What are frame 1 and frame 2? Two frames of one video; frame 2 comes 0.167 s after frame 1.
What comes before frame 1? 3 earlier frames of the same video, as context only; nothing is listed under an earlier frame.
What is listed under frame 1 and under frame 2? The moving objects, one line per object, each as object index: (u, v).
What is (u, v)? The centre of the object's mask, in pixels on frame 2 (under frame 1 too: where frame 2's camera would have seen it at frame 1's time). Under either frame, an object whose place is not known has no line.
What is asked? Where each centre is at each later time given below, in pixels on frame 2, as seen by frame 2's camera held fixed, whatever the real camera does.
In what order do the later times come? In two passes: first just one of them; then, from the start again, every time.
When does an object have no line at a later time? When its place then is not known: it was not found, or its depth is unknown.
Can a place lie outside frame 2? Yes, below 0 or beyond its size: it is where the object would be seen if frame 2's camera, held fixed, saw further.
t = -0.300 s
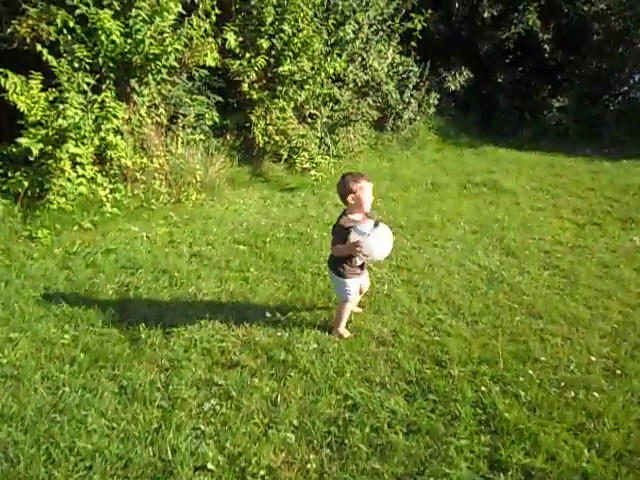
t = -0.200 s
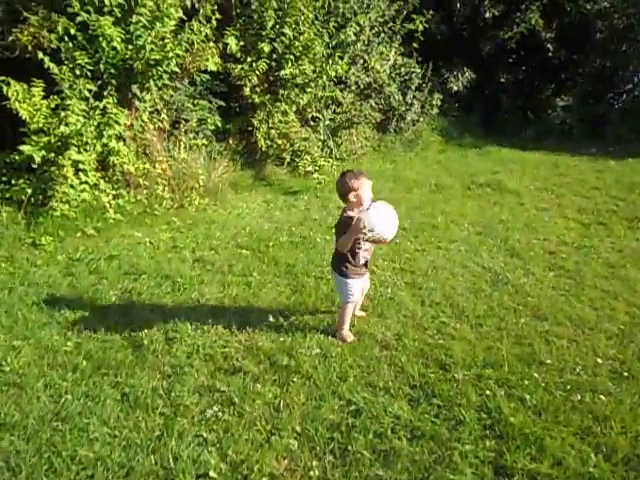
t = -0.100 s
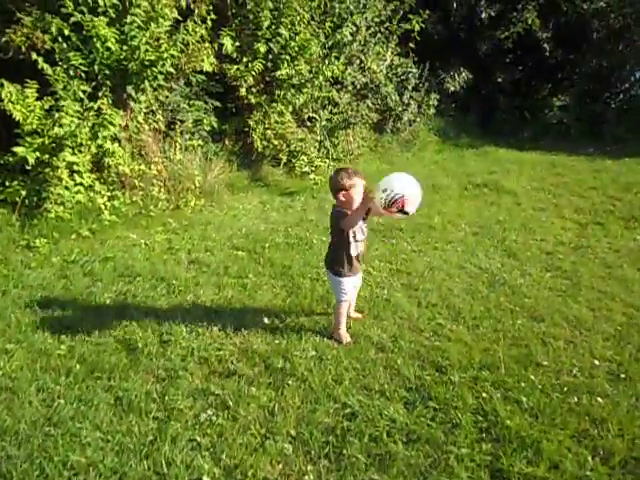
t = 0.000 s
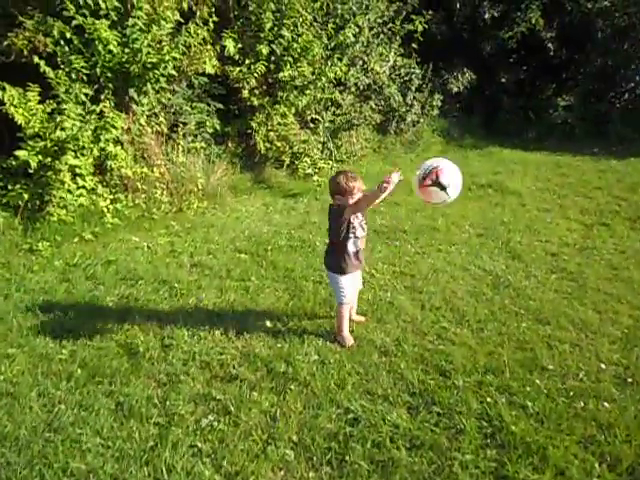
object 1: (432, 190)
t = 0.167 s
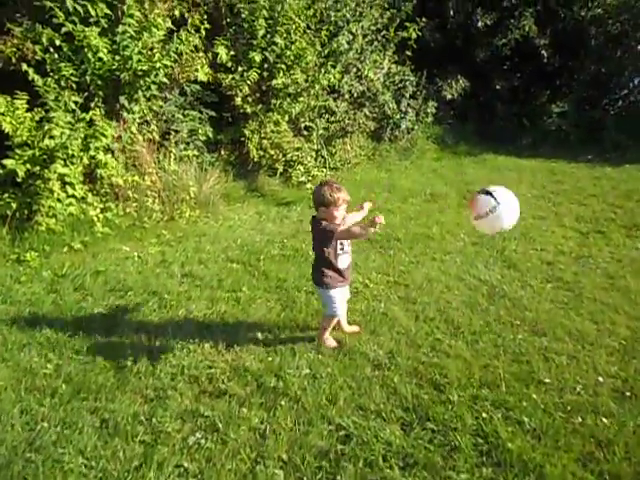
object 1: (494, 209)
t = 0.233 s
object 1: (518, 232)
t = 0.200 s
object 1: (506, 220)
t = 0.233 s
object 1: (518, 232)
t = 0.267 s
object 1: (530, 248)
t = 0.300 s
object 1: (541, 266)
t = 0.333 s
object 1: (551, 285)
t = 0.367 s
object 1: (561, 305)
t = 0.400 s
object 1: (570, 326)
